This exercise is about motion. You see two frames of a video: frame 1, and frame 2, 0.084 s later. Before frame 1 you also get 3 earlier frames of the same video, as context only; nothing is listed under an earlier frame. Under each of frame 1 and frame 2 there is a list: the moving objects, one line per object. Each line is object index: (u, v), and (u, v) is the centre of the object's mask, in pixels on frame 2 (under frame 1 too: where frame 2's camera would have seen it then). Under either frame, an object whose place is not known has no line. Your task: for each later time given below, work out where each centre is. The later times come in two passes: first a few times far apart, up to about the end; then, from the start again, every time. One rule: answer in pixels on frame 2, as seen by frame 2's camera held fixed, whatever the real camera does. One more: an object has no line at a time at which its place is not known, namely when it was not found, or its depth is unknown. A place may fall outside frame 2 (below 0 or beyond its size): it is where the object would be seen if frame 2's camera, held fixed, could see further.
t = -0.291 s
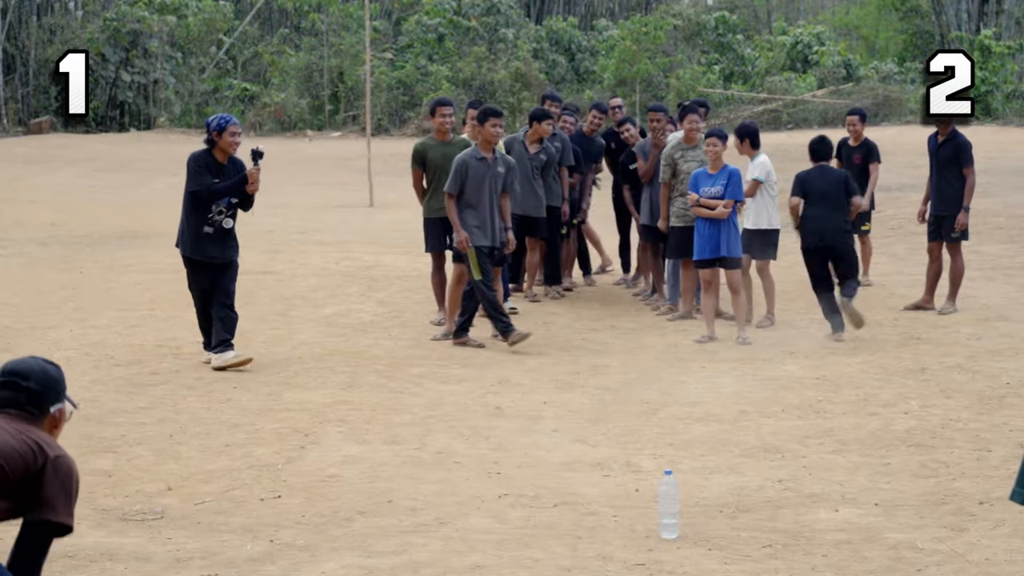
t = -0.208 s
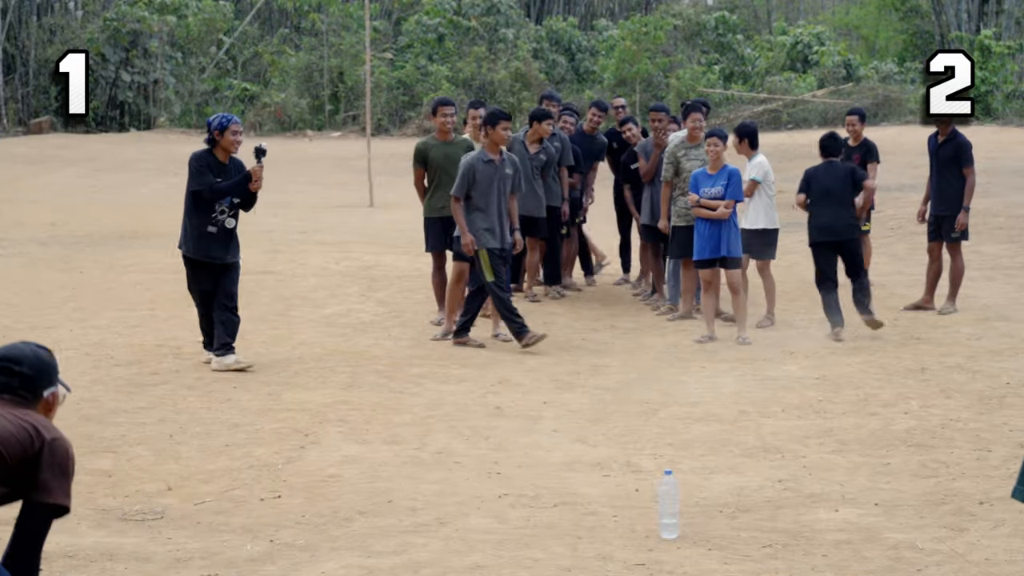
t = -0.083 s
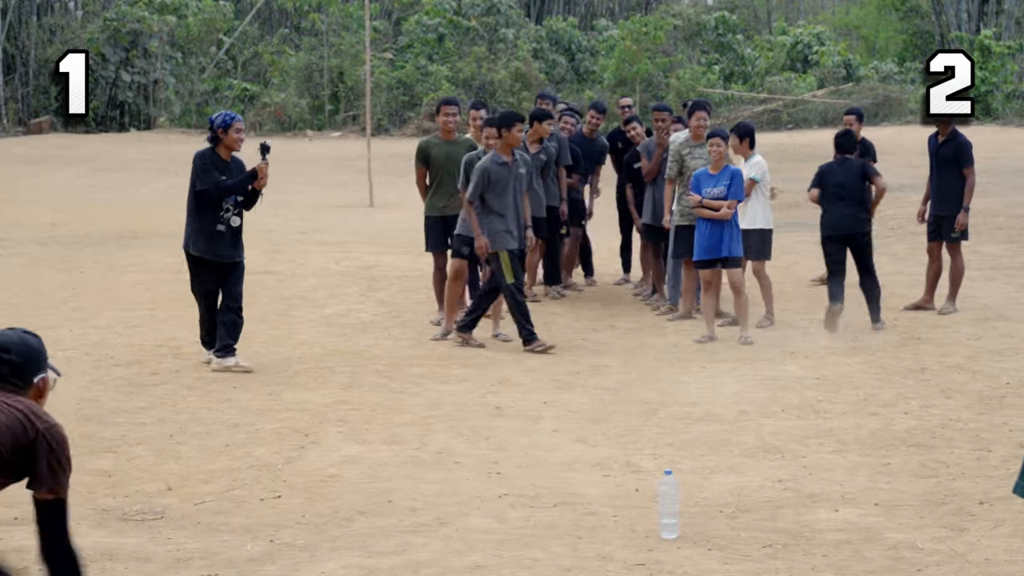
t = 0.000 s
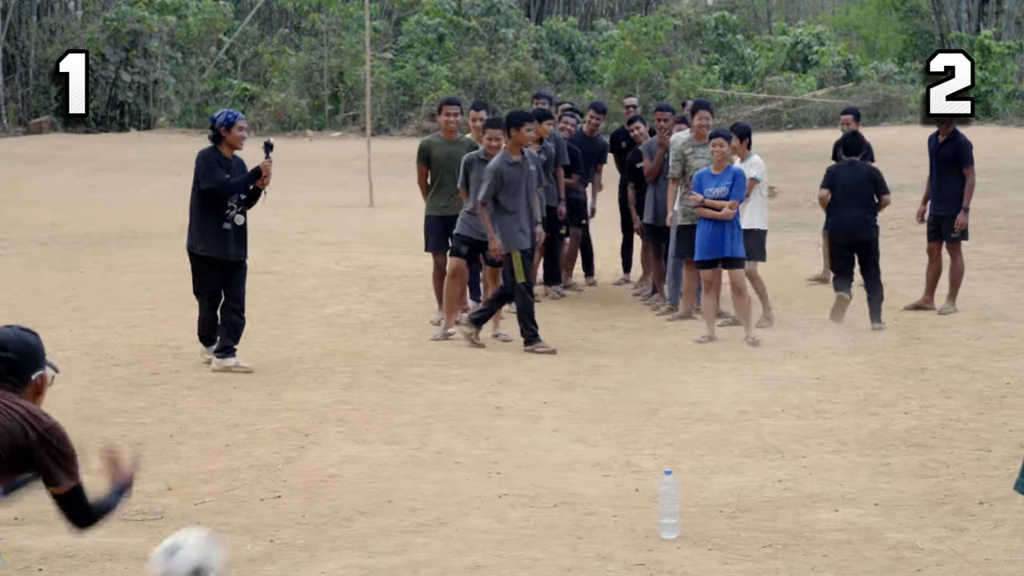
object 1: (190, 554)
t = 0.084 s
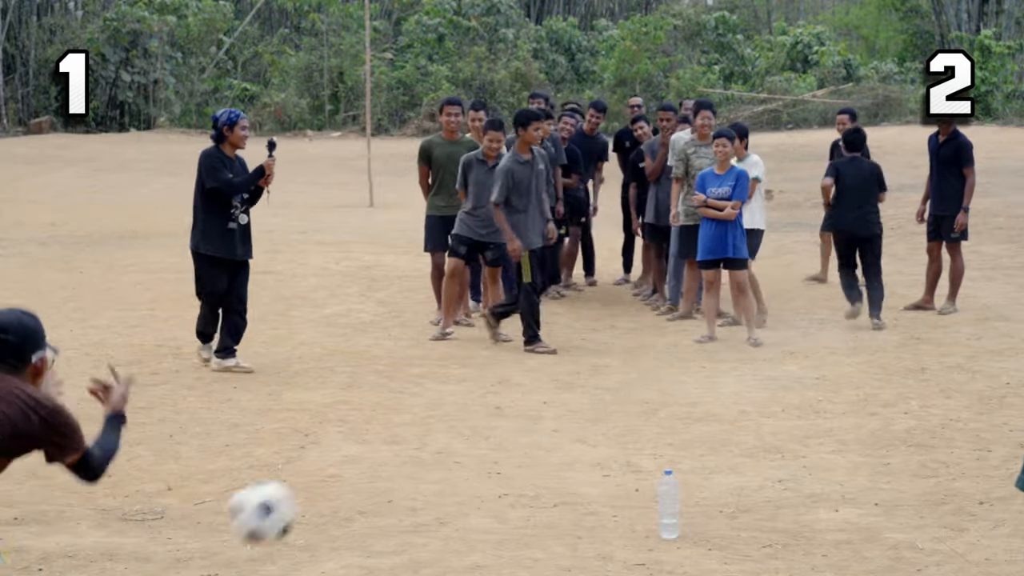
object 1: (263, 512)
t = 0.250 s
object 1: (378, 481)
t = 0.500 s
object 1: (481, 417)
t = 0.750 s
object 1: (552, 402)
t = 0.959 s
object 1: (595, 364)
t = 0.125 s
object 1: (296, 495)
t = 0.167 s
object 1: (325, 485)
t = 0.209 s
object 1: (352, 482)
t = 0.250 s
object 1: (378, 481)
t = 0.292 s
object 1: (403, 485)
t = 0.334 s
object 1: (423, 482)
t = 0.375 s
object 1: (439, 457)
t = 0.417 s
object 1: (454, 439)
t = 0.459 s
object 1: (467, 427)
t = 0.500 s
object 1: (481, 417)
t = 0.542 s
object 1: (494, 413)
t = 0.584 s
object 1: (506, 412)
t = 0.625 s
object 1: (520, 415)
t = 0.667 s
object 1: (531, 421)
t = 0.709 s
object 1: (543, 423)
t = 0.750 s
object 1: (552, 402)
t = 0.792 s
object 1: (561, 387)
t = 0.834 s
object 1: (570, 377)
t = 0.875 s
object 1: (579, 369)
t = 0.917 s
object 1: (588, 365)
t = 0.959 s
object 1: (595, 364)
